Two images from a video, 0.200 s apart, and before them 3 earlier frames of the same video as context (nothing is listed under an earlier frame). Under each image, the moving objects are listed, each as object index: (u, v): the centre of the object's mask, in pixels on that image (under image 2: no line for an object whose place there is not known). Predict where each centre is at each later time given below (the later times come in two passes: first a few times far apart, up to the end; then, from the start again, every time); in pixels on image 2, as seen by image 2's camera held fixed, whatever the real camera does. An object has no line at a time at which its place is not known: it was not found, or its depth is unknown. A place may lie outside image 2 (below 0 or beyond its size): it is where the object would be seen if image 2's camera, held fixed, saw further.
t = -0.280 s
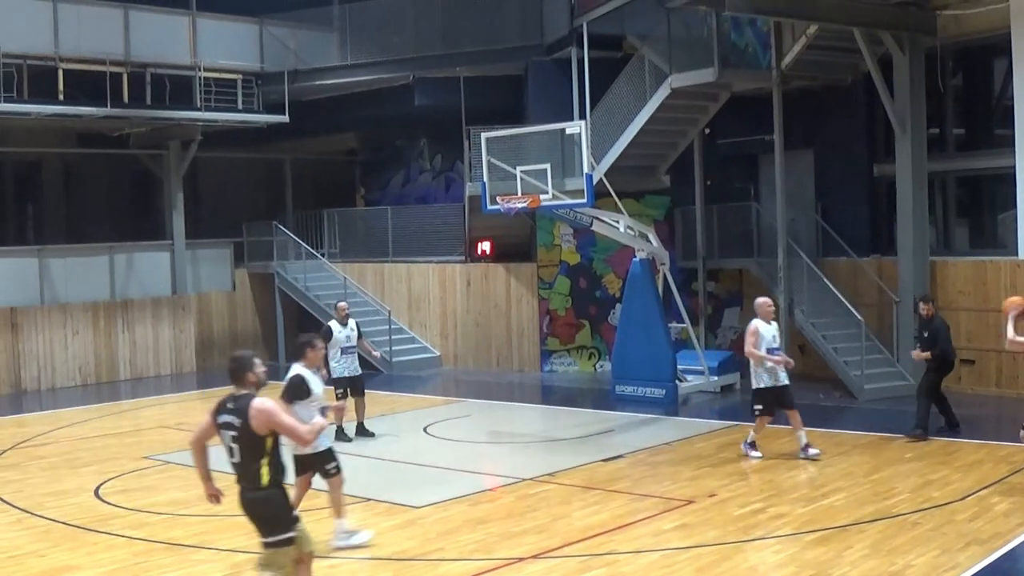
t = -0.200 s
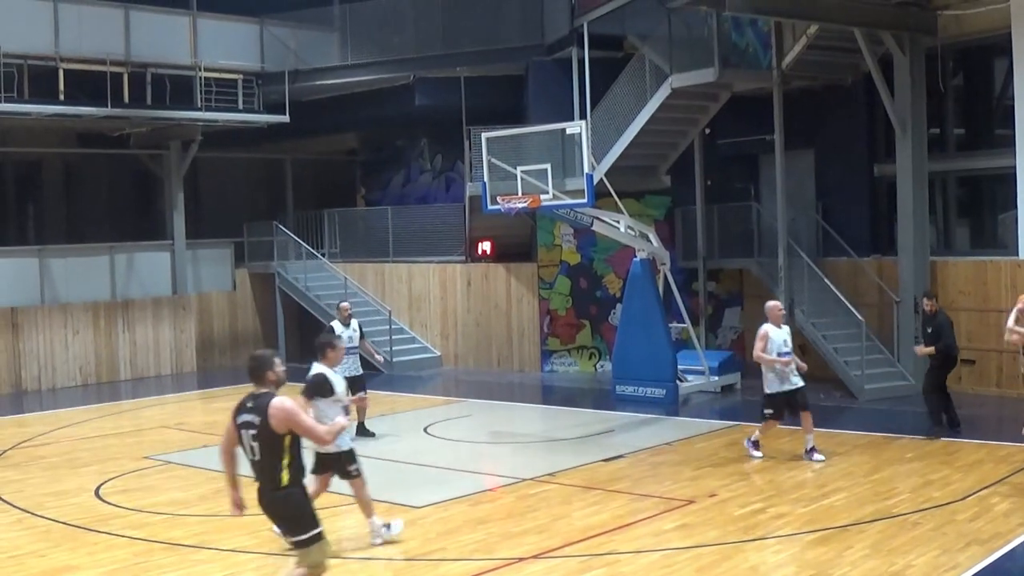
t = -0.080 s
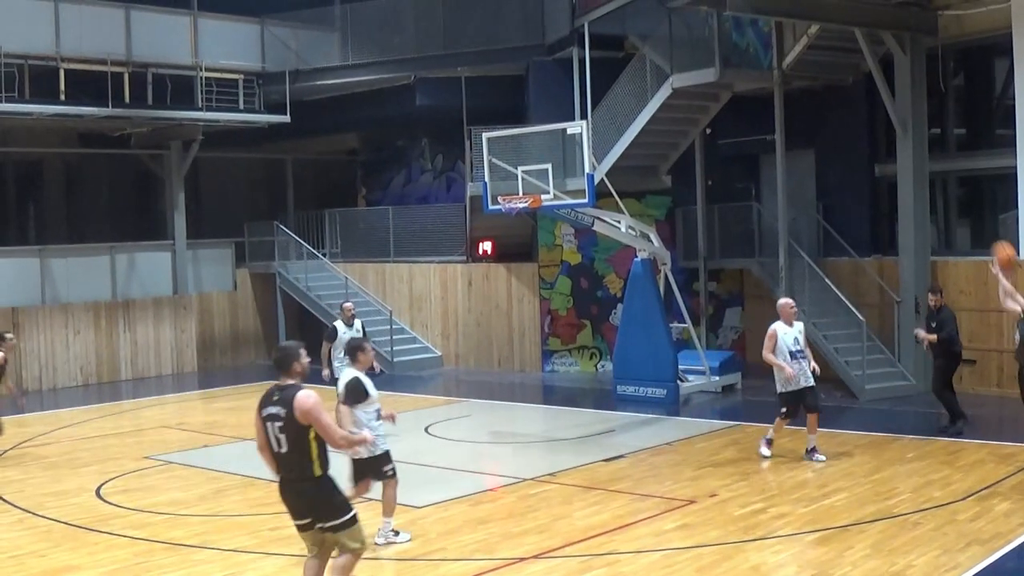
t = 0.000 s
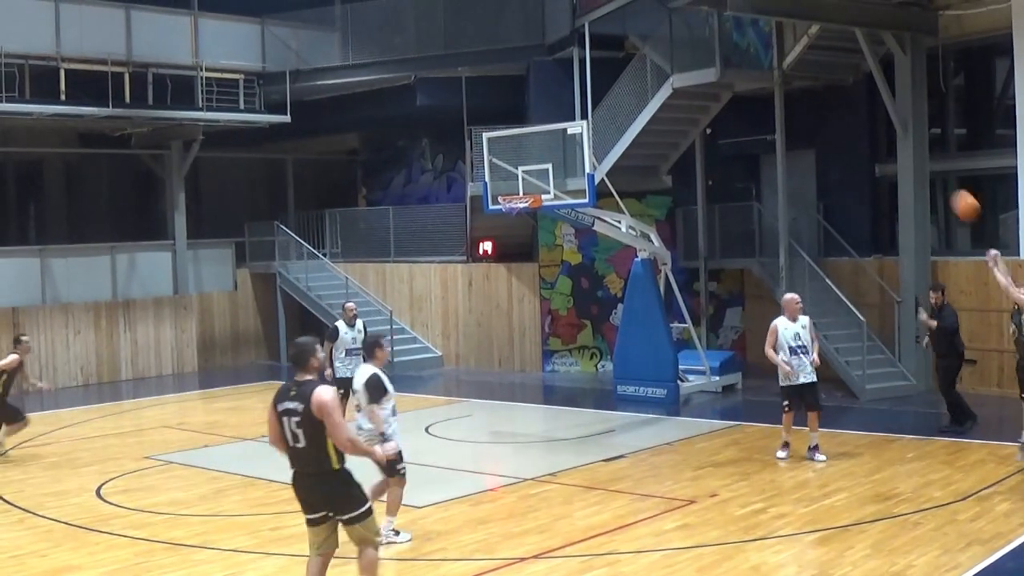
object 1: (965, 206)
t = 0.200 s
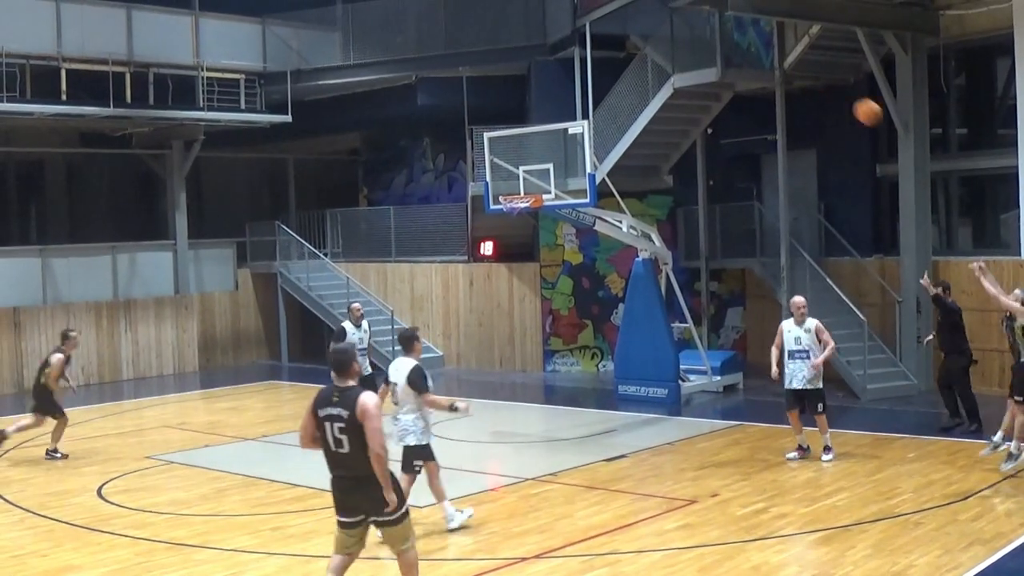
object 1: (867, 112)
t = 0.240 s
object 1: (849, 98)
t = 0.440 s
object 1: (762, 57)
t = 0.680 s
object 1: (672, 54)
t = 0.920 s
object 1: (593, 96)
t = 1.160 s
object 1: (523, 177)
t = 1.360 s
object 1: (505, 229)
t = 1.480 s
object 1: (499, 261)
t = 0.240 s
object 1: (849, 98)
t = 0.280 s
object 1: (831, 87)
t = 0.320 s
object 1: (813, 77)
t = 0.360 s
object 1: (796, 69)
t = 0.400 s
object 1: (779, 62)
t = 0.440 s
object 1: (762, 57)
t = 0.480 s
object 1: (747, 53)
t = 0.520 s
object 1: (731, 51)
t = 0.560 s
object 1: (715, 50)
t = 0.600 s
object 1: (701, 50)
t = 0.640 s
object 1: (686, 52)
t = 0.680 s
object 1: (672, 54)
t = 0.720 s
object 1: (658, 58)
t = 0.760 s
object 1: (645, 63)
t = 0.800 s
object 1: (631, 70)
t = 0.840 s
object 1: (618, 78)
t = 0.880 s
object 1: (605, 87)
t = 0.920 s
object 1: (593, 96)
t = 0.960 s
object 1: (580, 107)
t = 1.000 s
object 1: (568, 119)
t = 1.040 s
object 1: (557, 133)
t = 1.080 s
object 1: (546, 145)
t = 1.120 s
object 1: (535, 160)
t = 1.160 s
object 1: (523, 177)
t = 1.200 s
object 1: (513, 191)
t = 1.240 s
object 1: (510, 205)
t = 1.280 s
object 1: (507, 213)
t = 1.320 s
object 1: (505, 220)
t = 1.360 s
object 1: (505, 229)
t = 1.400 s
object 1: (503, 239)
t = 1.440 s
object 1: (502, 249)
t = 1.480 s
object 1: (499, 261)
